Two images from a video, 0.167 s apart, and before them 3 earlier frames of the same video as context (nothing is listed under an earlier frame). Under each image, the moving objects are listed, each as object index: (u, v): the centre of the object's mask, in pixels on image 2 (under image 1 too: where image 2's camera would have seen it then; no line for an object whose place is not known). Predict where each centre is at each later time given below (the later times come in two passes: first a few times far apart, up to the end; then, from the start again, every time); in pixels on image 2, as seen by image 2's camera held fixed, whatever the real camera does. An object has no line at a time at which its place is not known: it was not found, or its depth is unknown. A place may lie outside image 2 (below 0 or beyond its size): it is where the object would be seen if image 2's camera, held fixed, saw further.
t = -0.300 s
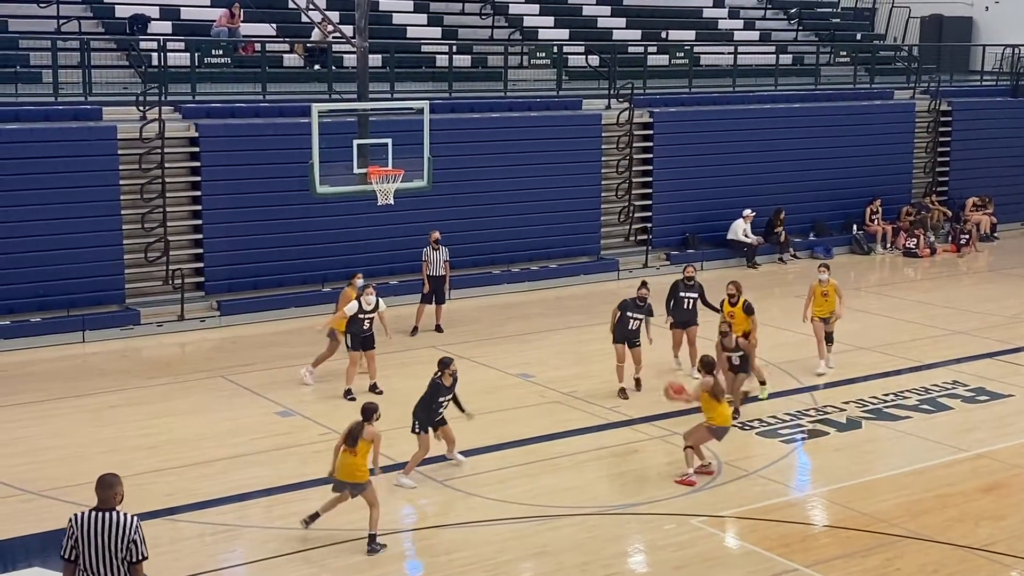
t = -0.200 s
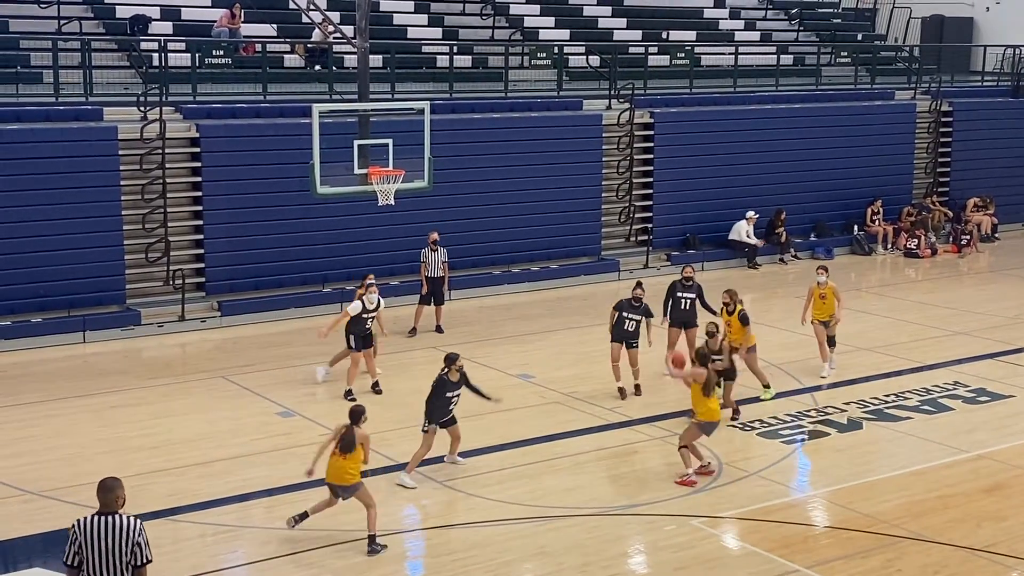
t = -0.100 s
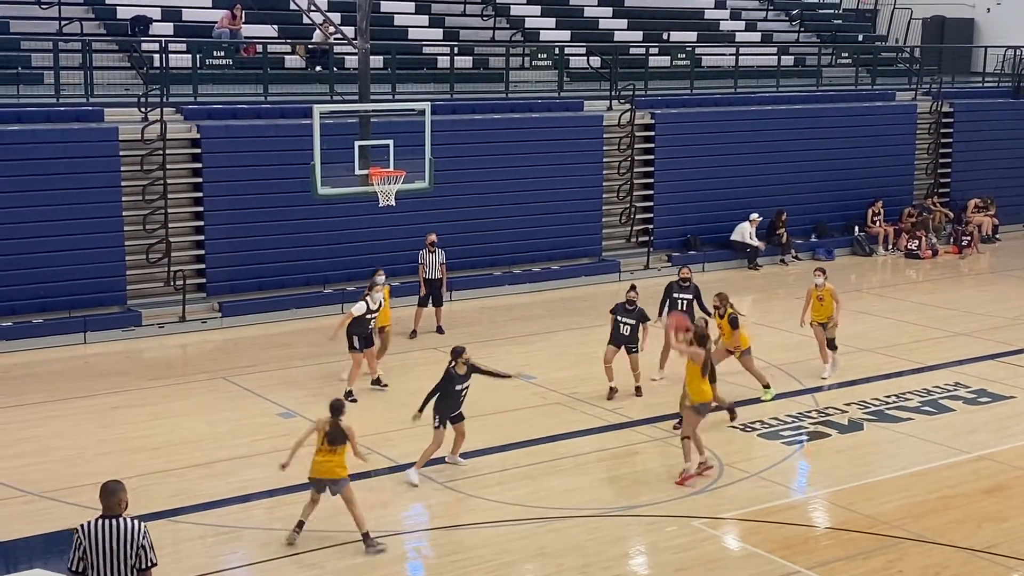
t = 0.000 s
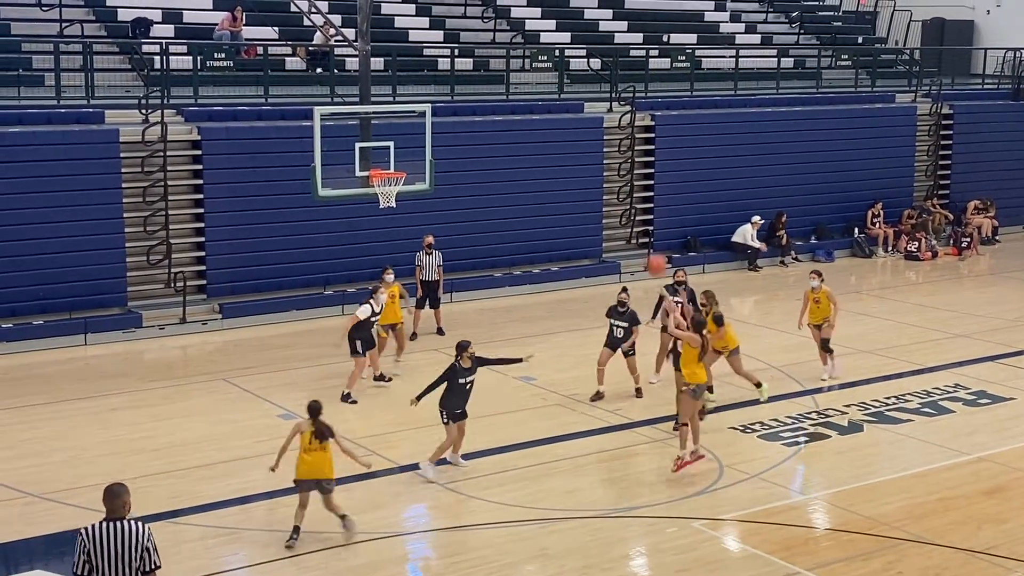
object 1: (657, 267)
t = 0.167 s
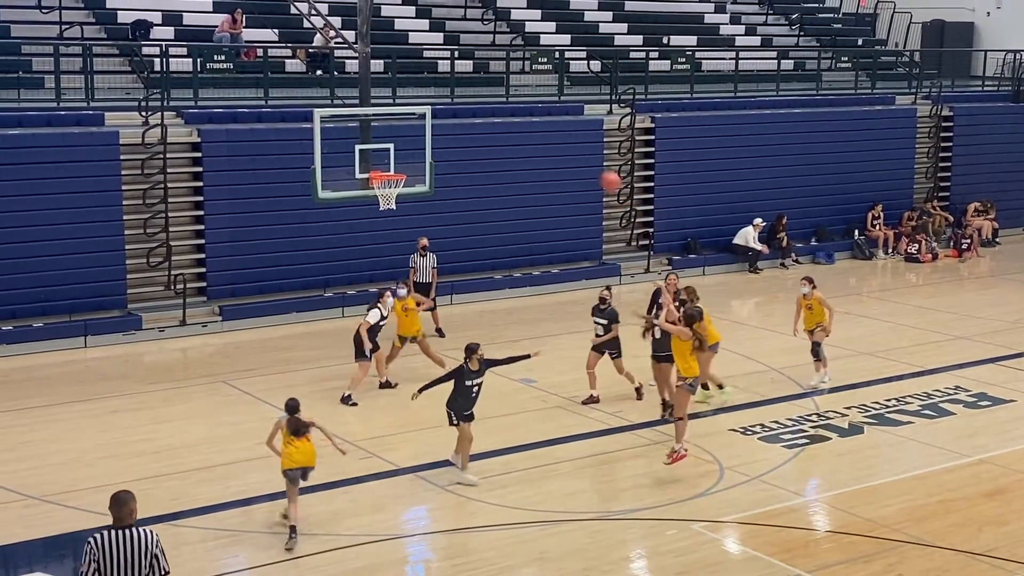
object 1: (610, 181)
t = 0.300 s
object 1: (576, 132)
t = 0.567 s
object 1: (511, 82)
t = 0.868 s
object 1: (443, 94)
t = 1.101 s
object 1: (396, 145)
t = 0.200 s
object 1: (602, 168)
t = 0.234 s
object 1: (593, 155)
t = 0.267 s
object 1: (585, 143)
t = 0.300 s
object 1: (576, 132)
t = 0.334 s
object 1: (569, 123)
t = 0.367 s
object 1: (560, 114)
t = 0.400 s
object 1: (551, 107)
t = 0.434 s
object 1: (542, 100)
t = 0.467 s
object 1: (535, 93)
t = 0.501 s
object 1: (527, 89)
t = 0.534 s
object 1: (519, 85)
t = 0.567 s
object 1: (511, 82)
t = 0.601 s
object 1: (503, 79)
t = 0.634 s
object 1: (495, 78)
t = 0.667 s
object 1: (487, 78)
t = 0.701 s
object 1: (480, 78)
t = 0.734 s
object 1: (472, 80)
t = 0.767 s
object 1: (465, 82)
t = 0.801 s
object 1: (458, 84)
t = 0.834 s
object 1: (451, 88)
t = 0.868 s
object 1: (443, 94)
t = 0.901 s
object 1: (435, 98)
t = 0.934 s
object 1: (429, 104)
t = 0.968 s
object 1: (422, 112)
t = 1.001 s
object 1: (416, 120)
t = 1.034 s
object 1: (409, 127)
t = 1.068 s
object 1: (402, 136)
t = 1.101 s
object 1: (396, 145)
